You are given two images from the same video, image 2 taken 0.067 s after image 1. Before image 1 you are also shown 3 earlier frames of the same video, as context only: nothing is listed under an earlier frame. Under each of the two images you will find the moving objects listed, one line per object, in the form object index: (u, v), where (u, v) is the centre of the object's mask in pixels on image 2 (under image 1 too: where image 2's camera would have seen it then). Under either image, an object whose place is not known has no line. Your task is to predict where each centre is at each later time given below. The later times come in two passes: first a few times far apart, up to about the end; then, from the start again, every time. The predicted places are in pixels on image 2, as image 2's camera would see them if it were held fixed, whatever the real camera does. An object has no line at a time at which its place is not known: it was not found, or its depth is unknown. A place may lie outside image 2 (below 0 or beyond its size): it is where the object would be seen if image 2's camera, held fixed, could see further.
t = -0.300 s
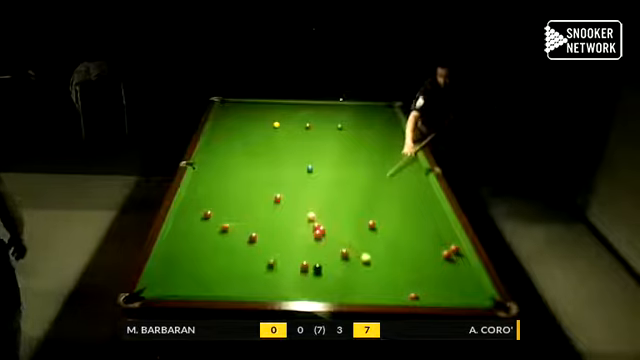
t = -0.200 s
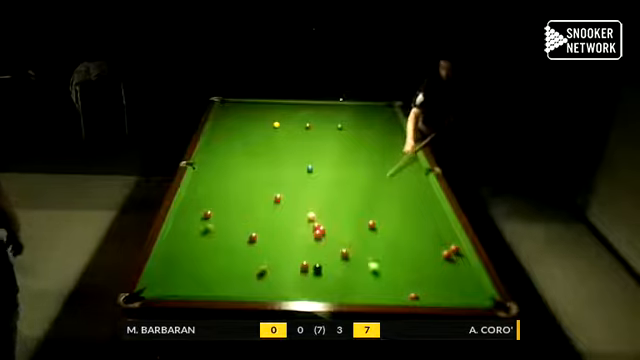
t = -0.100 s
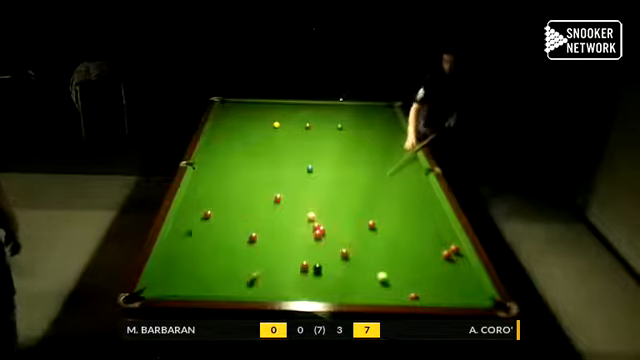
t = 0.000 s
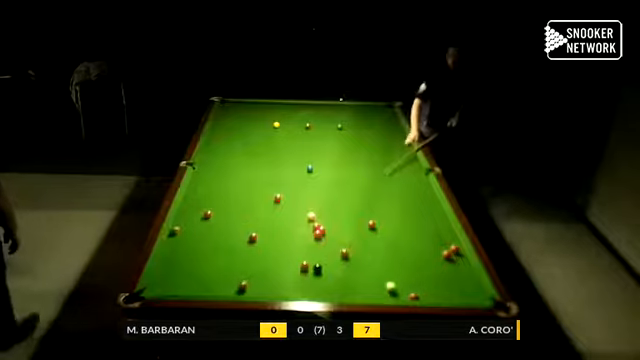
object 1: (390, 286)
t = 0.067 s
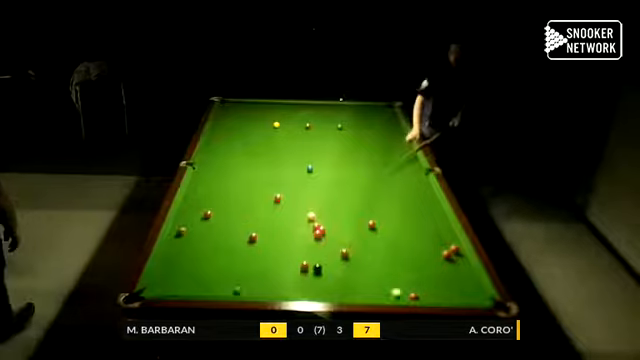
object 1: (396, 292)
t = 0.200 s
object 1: (403, 290)
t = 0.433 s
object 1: (410, 274)
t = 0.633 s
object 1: (417, 263)
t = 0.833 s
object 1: (421, 253)
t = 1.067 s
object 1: (427, 243)
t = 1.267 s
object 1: (432, 233)
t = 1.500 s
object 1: (437, 224)
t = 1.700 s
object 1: (441, 218)
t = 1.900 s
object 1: (438, 212)
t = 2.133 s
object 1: (432, 206)
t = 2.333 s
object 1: (428, 201)
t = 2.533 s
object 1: (424, 198)
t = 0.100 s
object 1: (399, 295)
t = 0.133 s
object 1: (401, 294)
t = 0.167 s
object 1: (402, 292)
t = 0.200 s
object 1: (403, 290)
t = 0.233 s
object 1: (404, 287)
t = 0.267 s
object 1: (405, 285)
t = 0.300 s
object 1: (406, 282)
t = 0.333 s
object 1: (407, 281)
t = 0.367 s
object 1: (408, 278)
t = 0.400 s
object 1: (409, 276)
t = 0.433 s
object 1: (410, 274)
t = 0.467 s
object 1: (411, 272)
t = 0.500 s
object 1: (412, 271)
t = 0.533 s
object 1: (413, 268)
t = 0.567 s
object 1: (414, 267)
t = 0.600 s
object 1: (415, 266)
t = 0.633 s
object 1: (417, 263)
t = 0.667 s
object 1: (417, 261)
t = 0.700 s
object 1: (418, 259)
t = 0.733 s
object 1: (419, 258)
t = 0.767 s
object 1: (420, 256)
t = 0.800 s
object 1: (421, 254)
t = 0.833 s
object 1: (421, 253)
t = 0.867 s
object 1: (422, 250)
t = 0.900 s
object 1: (423, 249)
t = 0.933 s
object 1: (424, 248)
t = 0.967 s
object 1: (425, 246)
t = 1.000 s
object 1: (425, 245)
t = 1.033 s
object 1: (426, 243)
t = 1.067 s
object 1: (427, 243)
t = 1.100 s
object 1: (428, 241)
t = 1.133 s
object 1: (429, 239)
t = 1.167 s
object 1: (430, 237)
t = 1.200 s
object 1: (430, 237)
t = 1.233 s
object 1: (432, 235)
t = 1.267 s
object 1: (432, 233)
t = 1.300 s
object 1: (433, 232)
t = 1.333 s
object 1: (434, 231)
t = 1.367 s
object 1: (434, 229)
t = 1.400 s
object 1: (435, 228)
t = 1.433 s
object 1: (436, 227)
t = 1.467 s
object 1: (436, 227)
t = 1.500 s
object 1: (437, 224)
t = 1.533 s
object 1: (438, 223)
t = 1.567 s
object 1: (438, 222)
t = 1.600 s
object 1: (439, 221)
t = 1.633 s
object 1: (440, 220)
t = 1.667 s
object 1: (440, 219)
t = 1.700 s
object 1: (441, 218)
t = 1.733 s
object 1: (441, 218)
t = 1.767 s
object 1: (442, 216)
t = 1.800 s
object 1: (442, 215)
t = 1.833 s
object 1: (441, 214)
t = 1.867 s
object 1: (440, 213)
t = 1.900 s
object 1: (438, 212)
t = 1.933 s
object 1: (438, 210)
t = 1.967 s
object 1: (436, 209)
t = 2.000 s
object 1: (436, 209)
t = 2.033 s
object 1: (435, 208)
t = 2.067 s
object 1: (434, 208)
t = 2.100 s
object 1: (434, 207)
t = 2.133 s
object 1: (432, 206)
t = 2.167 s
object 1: (432, 205)
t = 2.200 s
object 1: (431, 205)
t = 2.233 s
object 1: (430, 204)
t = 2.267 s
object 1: (429, 203)
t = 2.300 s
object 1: (429, 203)
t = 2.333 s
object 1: (428, 201)
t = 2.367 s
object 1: (427, 201)
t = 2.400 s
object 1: (426, 200)
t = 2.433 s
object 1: (425, 199)
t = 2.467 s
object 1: (425, 199)
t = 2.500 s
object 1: (424, 198)
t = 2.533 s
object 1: (424, 198)
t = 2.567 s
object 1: (423, 197)
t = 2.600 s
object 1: (422, 196)
